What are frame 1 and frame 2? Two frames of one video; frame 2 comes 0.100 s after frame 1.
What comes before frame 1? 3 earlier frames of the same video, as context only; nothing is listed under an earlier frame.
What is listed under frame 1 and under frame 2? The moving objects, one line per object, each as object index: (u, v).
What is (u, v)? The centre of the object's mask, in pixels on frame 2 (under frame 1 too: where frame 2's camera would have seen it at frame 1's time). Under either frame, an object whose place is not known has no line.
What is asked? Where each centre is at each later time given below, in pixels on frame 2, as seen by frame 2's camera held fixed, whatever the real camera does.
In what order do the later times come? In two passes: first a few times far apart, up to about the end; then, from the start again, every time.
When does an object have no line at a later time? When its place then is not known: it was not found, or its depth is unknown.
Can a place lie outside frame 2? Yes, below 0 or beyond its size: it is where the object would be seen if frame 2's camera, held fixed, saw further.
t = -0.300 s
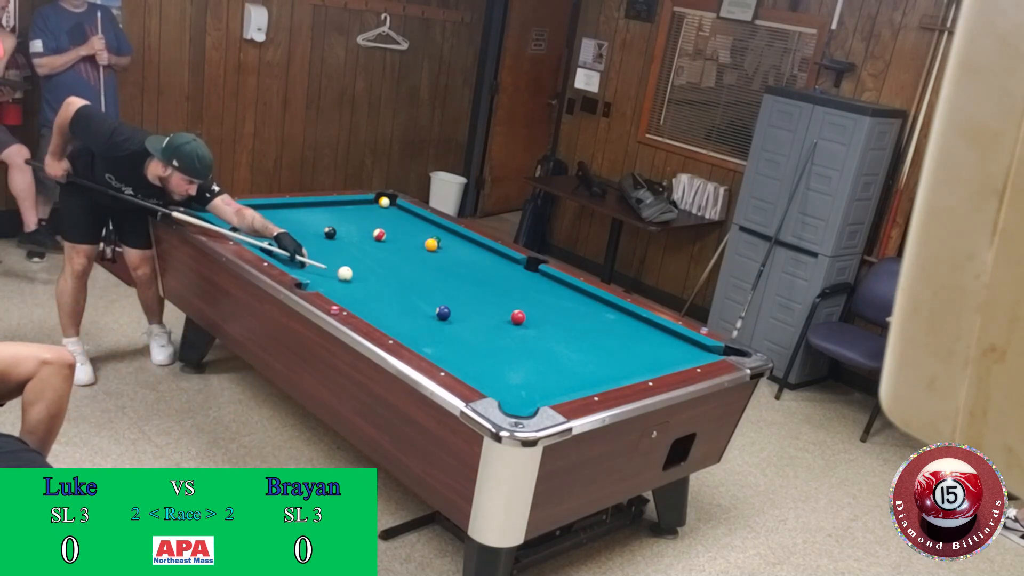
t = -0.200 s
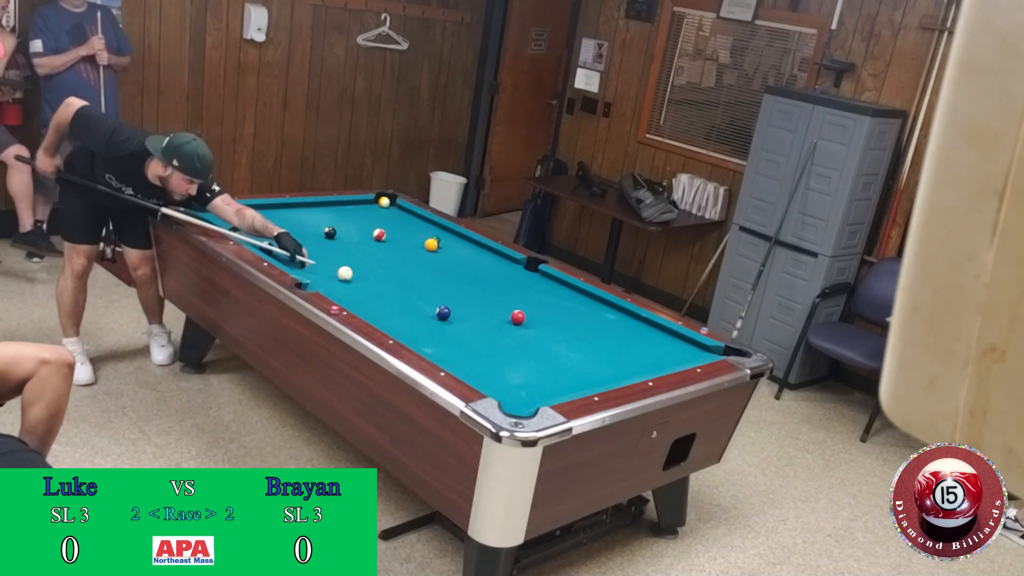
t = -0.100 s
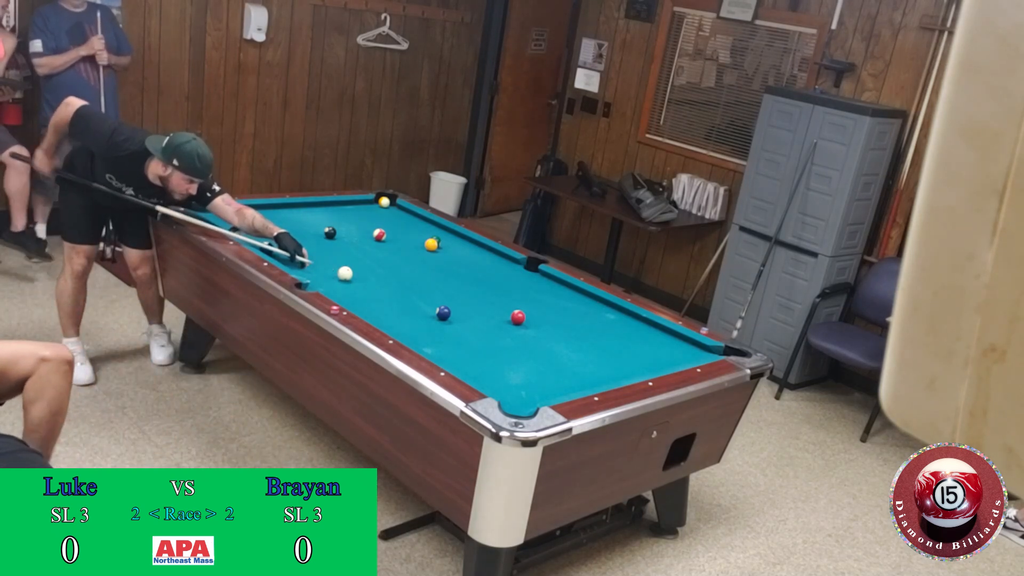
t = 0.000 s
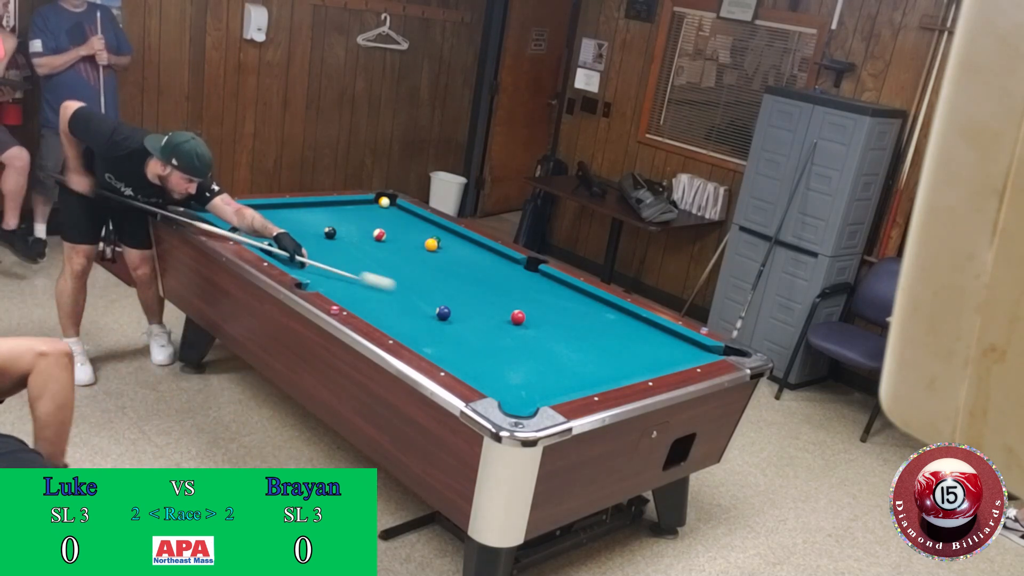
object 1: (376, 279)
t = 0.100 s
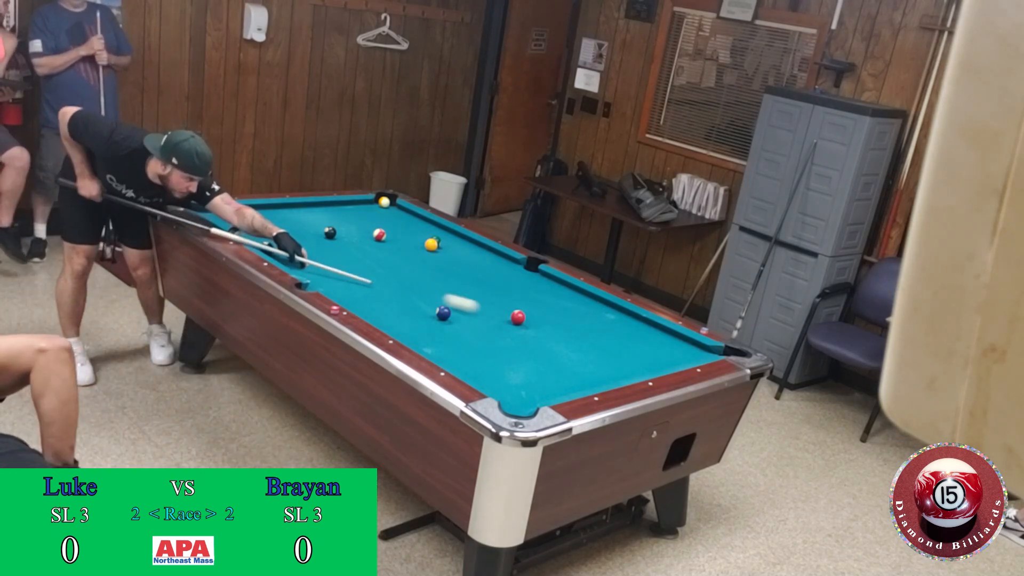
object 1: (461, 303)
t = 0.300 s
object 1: (504, 324)
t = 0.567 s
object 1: (507, 339)
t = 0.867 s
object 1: (510, 357)
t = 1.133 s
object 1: (513, 374)
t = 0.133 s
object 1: (488, 310)
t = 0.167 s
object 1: (503, 316)
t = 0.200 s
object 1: (503, 318)
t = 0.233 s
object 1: (503, 320)
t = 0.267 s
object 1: (504, 322)
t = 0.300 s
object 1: (504, 324)
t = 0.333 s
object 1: (504, 326)
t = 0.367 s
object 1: (505, 327)
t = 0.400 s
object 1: (505, 329)
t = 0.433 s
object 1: (505, 331)
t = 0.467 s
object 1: (506, 333)
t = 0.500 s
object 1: (506, 335)
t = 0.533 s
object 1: (506, 337)
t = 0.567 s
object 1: (507, 339)
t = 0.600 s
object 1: (507, 341)
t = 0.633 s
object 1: (507, 343)
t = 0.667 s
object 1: (508, 345)
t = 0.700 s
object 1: (508, 347)
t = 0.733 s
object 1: (508, 349)
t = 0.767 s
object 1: (509, 351)
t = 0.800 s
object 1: (509, 353)
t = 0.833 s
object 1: (510, 355)
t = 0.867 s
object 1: (510, 357)
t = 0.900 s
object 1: (510, 359)
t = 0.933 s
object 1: (511, 361)
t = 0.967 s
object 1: (511, 363)
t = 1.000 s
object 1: (512, 365)
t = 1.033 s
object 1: (512, 367)
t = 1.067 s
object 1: (512, 369)
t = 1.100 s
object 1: (513, 371)
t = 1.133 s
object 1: (513, 374)
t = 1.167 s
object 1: (514, 376)
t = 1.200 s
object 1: (514, 378)
